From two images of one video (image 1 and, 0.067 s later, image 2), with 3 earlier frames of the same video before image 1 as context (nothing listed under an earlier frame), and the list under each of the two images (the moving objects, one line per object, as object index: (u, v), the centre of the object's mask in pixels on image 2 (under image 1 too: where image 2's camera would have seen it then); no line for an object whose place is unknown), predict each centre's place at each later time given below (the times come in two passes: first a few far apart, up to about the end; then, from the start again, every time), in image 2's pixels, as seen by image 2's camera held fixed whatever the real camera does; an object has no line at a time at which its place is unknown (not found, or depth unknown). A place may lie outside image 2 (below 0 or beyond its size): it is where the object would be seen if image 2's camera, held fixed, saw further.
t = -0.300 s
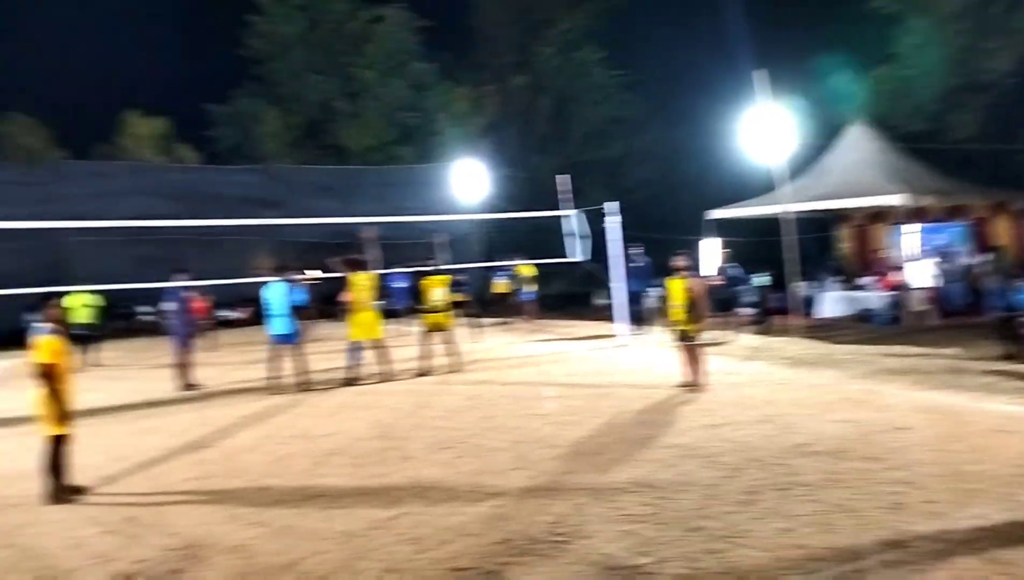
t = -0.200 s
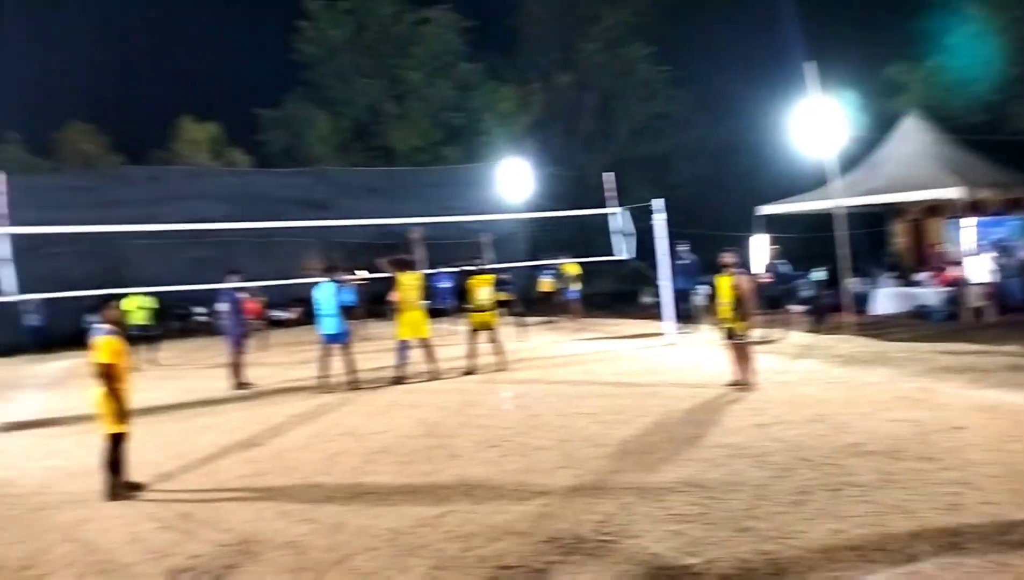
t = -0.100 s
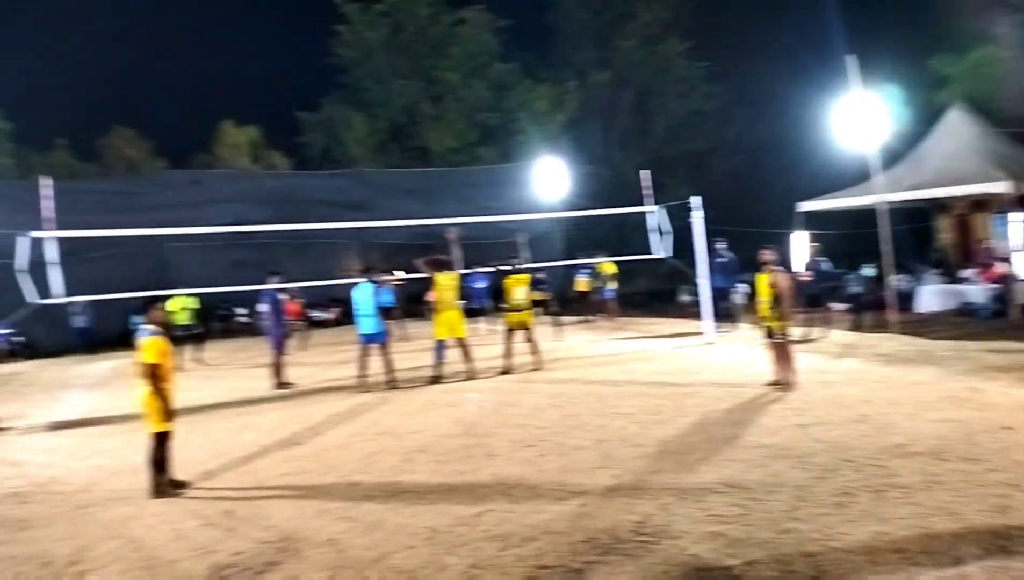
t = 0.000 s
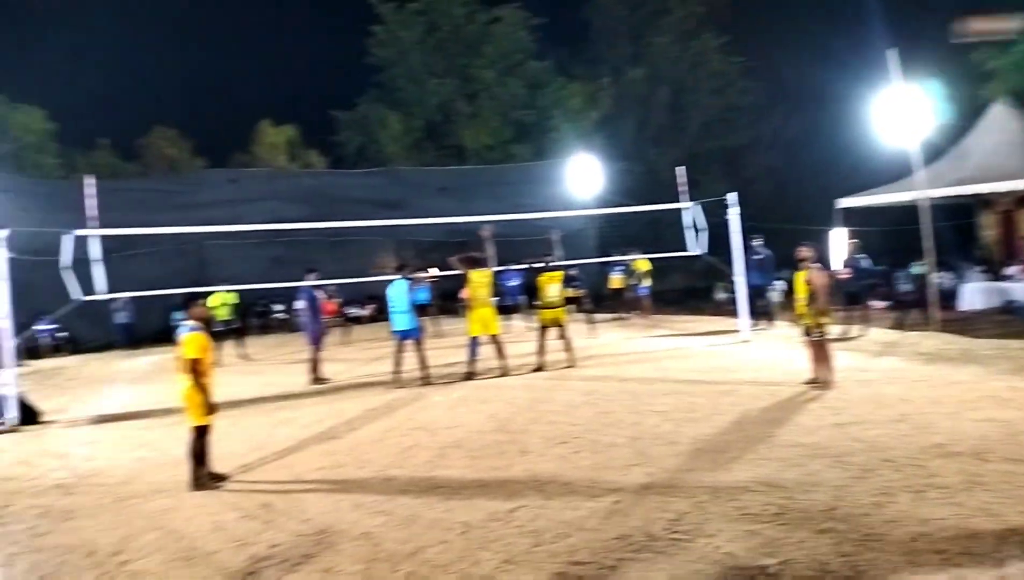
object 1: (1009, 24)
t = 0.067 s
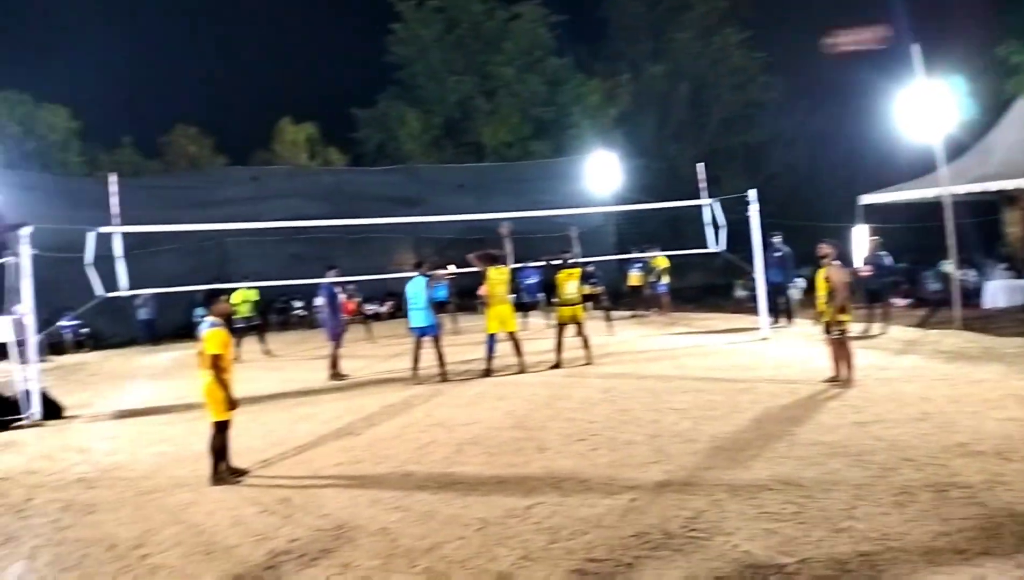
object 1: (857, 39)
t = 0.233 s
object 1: (597, 91)
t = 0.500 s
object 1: (383, 181)
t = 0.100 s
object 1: (791, 49)
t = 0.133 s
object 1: (733, 59)
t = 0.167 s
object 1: (682, 70)
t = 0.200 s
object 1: (638, 80)
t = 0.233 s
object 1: (597, 91)
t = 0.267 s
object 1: (562, 101)
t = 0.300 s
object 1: (528, 113)
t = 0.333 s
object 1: (499, 124)
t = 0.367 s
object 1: (472, 135)
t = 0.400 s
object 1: (446, 147)
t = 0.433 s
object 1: (424, 158)
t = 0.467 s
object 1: (402, 170)
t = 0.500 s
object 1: (383, 181)
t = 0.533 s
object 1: (364, 193)
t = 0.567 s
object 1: (346, 204)
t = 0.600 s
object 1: (331, 214)
